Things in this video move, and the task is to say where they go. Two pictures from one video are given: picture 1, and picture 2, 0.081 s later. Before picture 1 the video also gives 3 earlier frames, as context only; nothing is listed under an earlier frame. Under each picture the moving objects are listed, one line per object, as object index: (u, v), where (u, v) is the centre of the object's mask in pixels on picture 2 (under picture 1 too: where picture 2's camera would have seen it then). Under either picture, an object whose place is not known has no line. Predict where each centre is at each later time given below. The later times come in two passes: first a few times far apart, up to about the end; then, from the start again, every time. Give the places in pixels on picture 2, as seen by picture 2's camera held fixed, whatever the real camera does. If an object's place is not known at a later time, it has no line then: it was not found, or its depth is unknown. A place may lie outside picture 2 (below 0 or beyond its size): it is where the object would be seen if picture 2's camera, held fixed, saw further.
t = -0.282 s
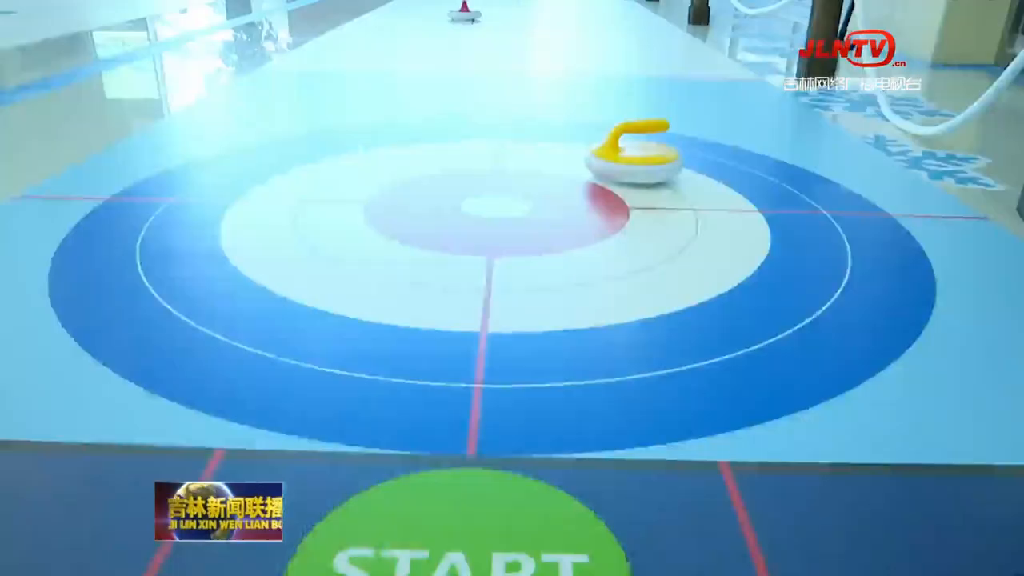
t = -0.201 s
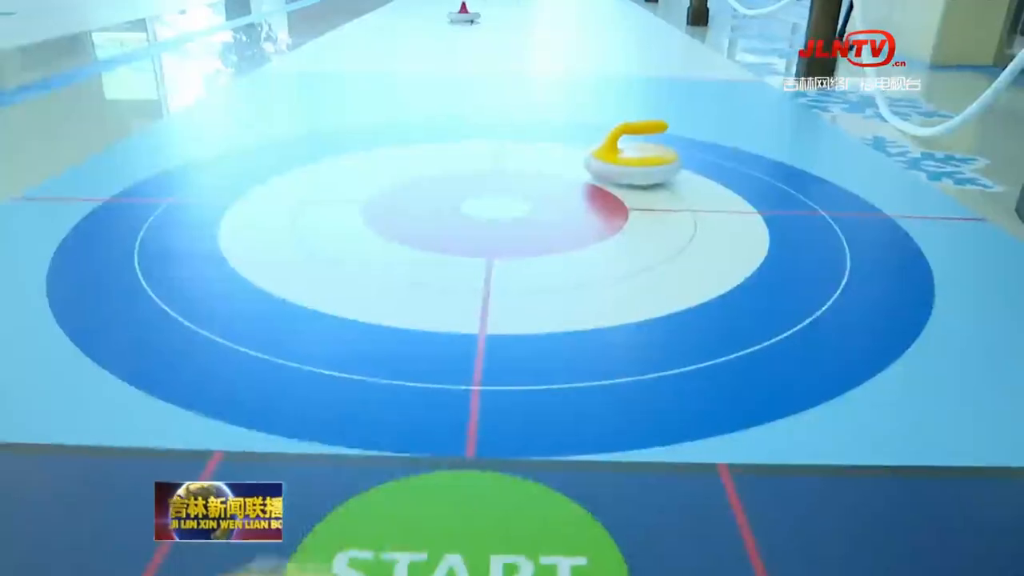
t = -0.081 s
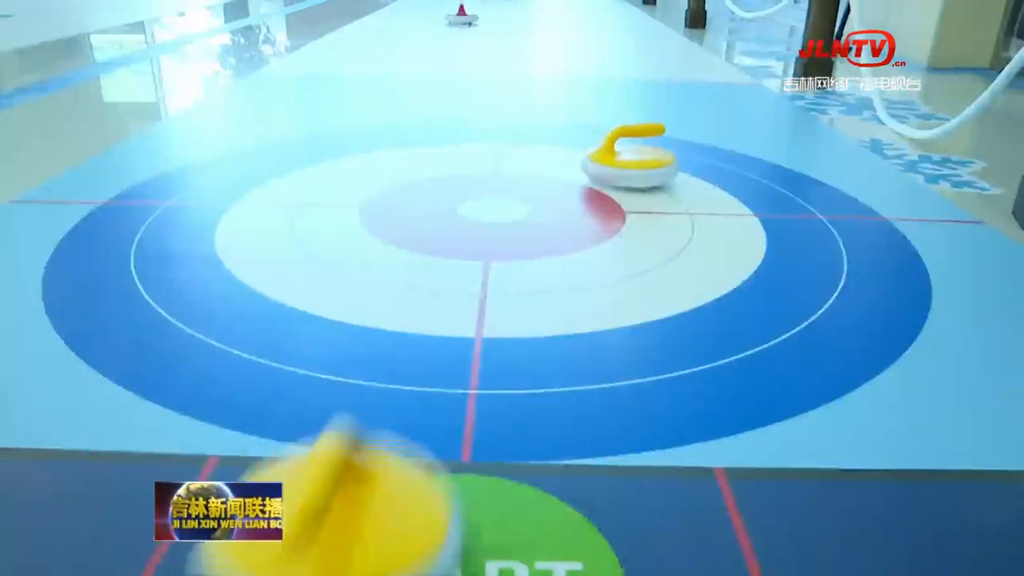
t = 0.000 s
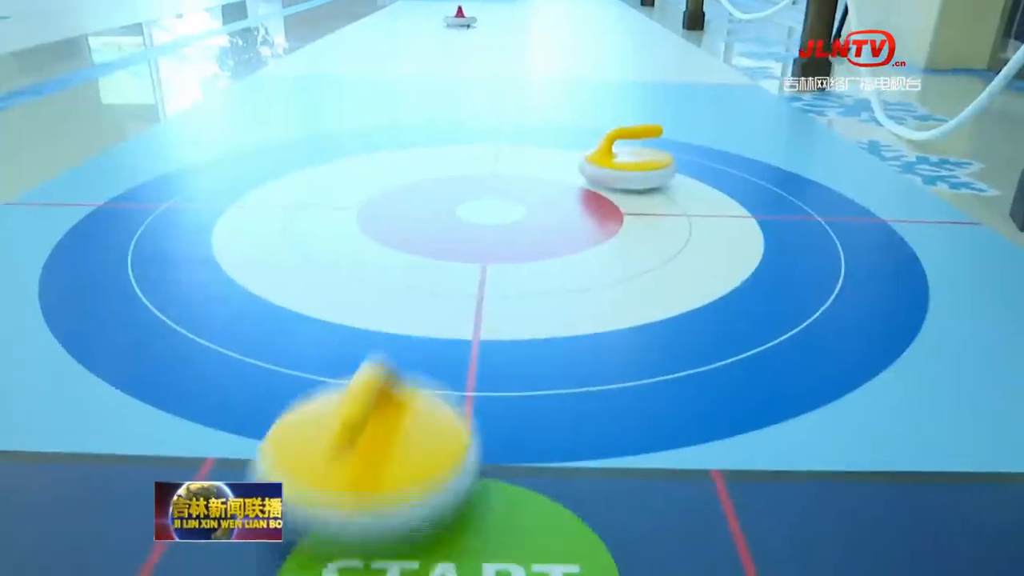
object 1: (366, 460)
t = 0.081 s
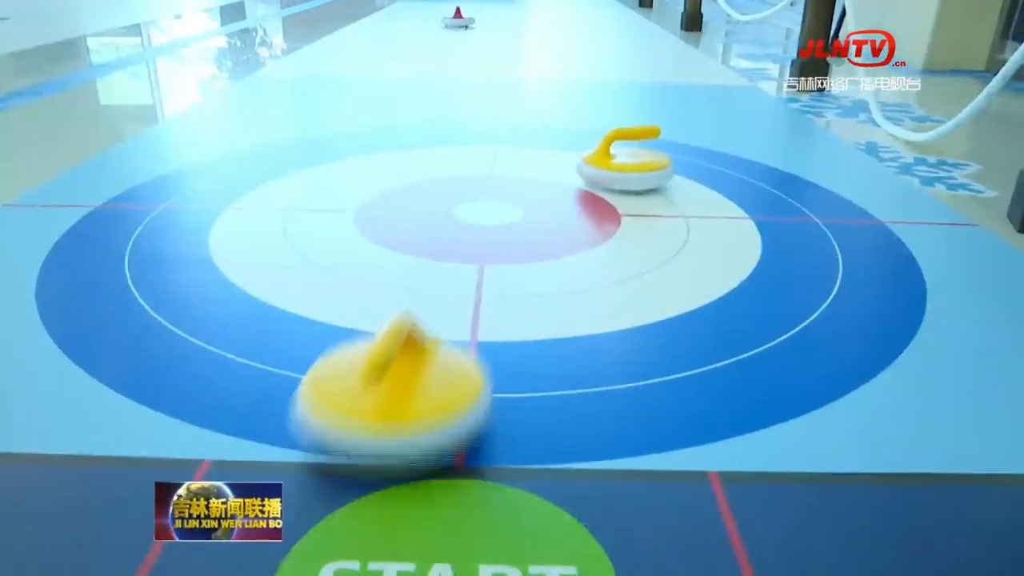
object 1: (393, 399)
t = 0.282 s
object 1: (442, 294)
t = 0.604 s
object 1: (479, 204)
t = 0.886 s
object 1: (495, 161)
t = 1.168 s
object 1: (503, 134)
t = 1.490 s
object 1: (508, 114)
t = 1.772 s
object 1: (510, 102)
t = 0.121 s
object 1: (402, 376)
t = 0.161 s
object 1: (415, 351)
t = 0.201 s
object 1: (425, 329)
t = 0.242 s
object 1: (435, 311)
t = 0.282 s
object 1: (442, 294)
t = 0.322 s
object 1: (450, 278)
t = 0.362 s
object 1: (455, 265)
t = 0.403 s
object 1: (459, 254)
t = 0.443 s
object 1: (465, 242)
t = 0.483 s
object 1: (469, 231)
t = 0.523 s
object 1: (473, 222)
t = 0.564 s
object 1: (476, 213)
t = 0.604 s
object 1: (479, 204)
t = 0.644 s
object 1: (482, 196)
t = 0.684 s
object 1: (484, 191)
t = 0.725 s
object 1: (488, 183)
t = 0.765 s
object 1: (489, 177)
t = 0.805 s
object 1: (491, 172)
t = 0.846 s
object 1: (493, 166)
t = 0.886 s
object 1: (495, 161)
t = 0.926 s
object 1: (496, 157)
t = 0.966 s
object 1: (497, 152)
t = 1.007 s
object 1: (499, 148)
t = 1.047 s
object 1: (500, 145)
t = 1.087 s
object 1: (501, 141)
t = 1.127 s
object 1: (502, 137)
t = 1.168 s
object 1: (503, 134)
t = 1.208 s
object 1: (504, 131)
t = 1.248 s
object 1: (505, 128)
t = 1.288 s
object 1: (505, 126)
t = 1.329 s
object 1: (506, 123)
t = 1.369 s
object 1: (506, 121)
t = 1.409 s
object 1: (507, 118)
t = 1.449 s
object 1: (507, 115)
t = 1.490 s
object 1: (508, 114)
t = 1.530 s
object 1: (508, 111)
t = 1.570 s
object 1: (508, 109)
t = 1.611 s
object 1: (509, 108)
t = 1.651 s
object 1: (509, 106)
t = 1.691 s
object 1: (509, 105)
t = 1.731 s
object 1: (510, 103)
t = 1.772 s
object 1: (510, 102)
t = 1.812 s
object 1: (510, 101)
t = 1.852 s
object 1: (510, 99)
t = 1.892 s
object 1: (511, 98)
